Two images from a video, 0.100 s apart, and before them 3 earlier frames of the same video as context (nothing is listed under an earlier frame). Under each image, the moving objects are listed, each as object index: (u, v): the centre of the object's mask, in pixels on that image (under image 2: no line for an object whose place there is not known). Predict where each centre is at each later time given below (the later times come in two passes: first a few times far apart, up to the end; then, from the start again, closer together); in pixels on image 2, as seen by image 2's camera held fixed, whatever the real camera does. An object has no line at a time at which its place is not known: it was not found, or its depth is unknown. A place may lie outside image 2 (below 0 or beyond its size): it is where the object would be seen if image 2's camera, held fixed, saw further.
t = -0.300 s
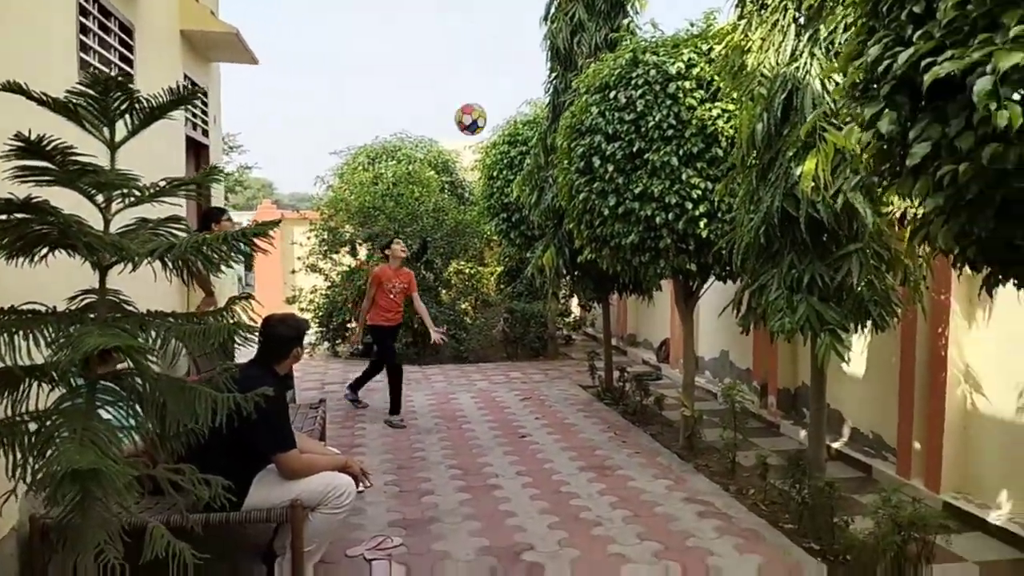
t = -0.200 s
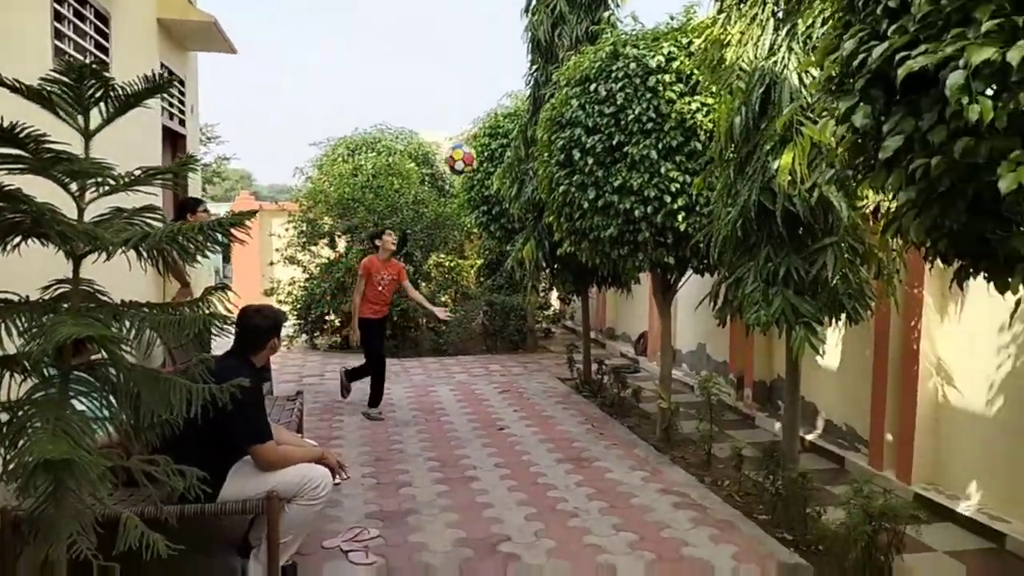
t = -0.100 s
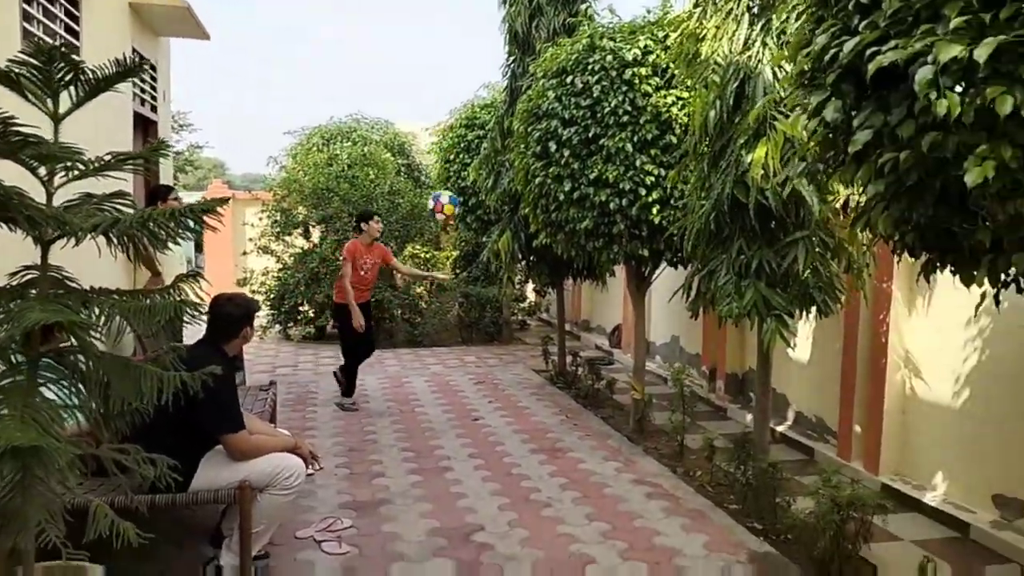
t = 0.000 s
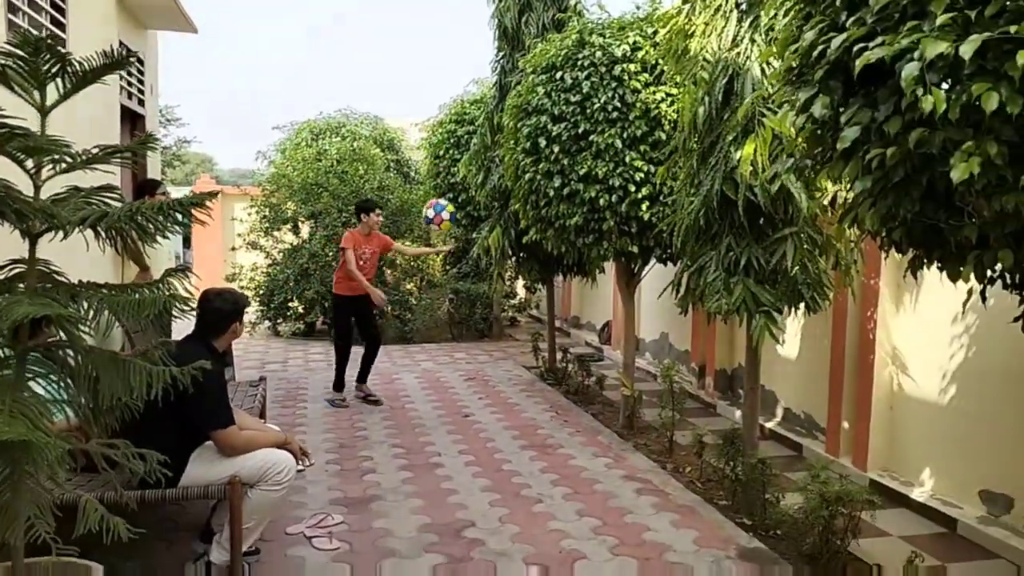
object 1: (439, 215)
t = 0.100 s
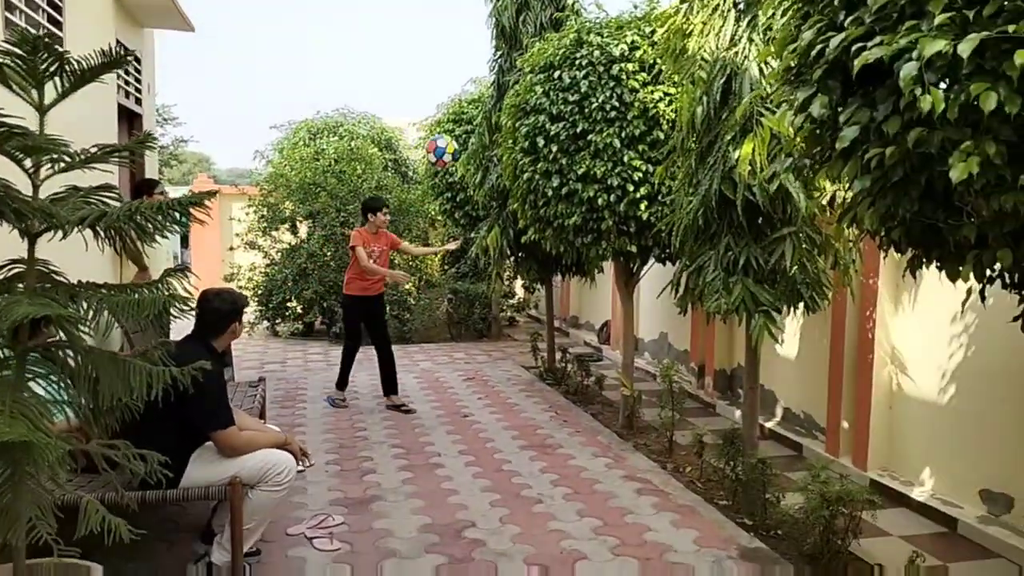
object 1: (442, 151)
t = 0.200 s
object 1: (446, 97)
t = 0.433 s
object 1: (462, 24)
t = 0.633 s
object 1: (476, 26)
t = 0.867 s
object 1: (488, 101)
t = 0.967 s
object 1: (494, 155)
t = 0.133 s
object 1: (443, 132)
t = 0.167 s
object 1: (444, 115)
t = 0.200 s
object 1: (446, 97)
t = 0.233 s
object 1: (447, 82)
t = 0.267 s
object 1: (449, 68)
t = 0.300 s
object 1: (451, 56)
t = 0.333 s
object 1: (454, 45)
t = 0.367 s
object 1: (457, 36)
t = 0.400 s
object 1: (459, 30)
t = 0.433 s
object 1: (462, 24)
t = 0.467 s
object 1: (465, 21)
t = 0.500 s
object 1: (467, 19)
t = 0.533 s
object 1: (467, 18)
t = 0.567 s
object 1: (470, 20)
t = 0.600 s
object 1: (473, 22)
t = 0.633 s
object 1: (476, 26)
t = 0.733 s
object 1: (484, 49)
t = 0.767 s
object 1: (484, 63)
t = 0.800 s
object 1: (485, 74)
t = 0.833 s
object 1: (484, 84)
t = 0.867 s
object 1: (488, 101)
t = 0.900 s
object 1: (492, 119)
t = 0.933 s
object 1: (494, 136)
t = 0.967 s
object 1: (494, 155)
